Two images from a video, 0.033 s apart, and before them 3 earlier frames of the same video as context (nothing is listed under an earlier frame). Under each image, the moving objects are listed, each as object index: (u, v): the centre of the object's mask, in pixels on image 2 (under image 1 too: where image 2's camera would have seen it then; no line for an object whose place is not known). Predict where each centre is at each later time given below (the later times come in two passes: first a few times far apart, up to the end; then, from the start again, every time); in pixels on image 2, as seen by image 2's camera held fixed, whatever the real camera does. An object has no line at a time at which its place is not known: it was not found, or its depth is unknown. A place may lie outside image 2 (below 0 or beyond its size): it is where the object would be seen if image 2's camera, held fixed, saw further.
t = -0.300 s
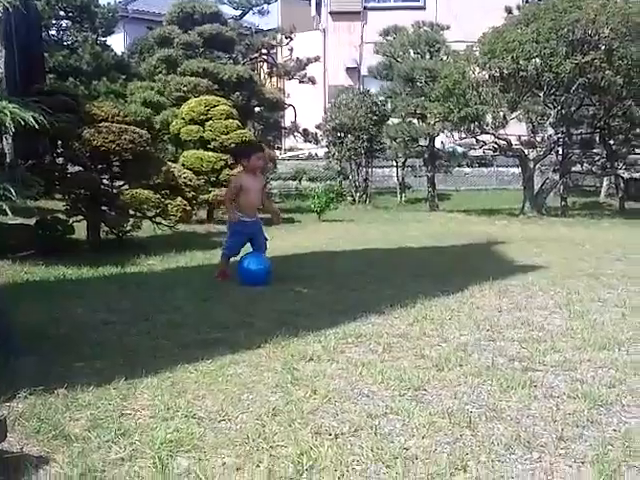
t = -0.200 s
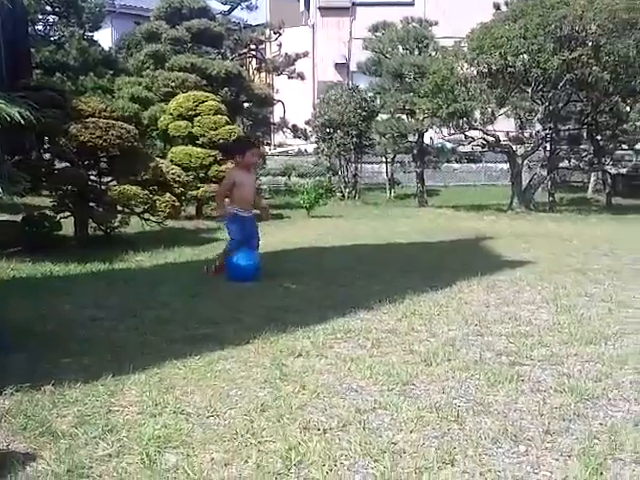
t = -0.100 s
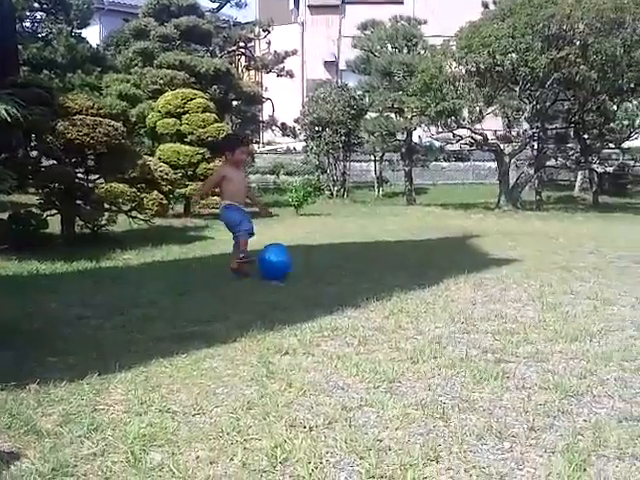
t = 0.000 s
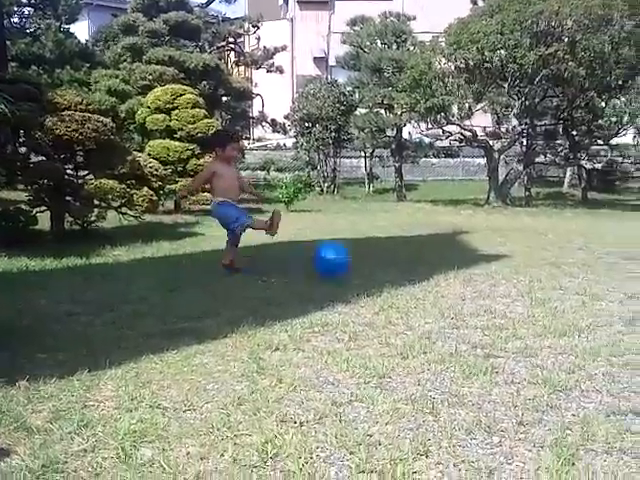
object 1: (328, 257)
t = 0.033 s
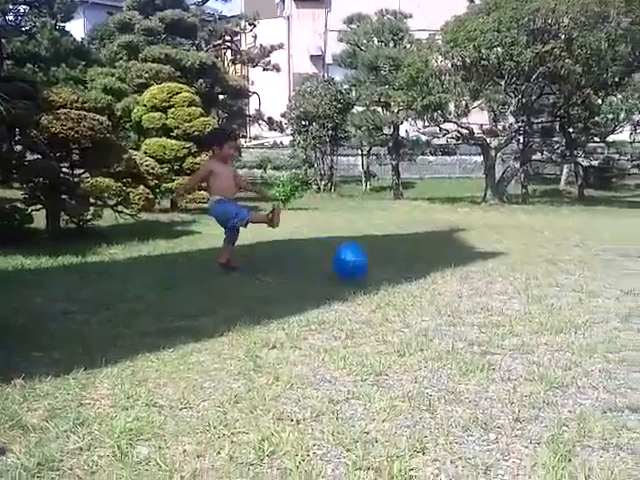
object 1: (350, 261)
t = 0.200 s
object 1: (438, 264)
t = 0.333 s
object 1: (500, 275)
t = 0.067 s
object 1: (373, 266)
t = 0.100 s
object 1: (394, 270)
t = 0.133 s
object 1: (409, 268)
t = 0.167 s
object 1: (422, 265)
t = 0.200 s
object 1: (438, 264)
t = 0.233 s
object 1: (453, 263)
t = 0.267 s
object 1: (468, 265)
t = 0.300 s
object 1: (484, 269)
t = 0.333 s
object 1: (500, 275)
